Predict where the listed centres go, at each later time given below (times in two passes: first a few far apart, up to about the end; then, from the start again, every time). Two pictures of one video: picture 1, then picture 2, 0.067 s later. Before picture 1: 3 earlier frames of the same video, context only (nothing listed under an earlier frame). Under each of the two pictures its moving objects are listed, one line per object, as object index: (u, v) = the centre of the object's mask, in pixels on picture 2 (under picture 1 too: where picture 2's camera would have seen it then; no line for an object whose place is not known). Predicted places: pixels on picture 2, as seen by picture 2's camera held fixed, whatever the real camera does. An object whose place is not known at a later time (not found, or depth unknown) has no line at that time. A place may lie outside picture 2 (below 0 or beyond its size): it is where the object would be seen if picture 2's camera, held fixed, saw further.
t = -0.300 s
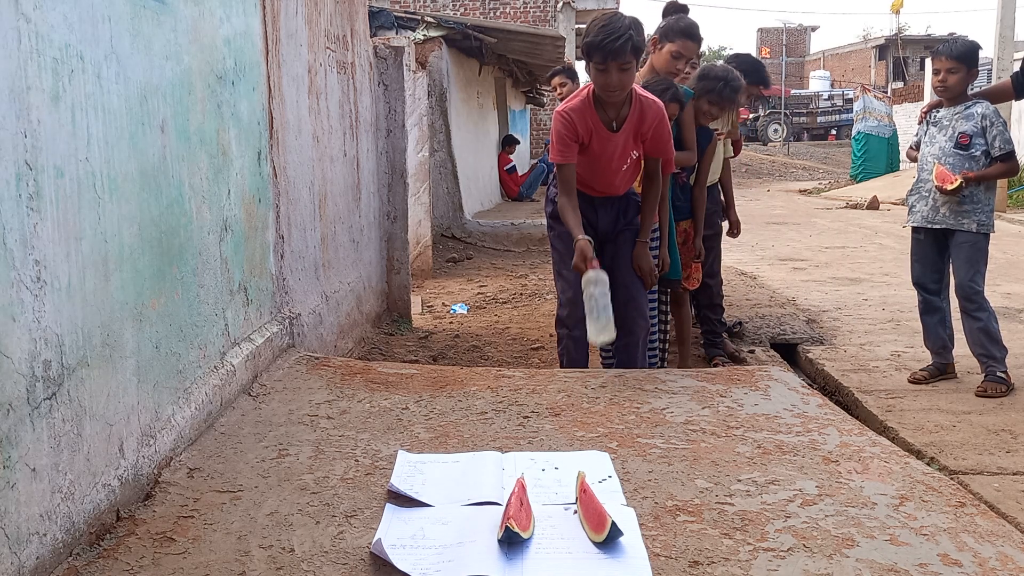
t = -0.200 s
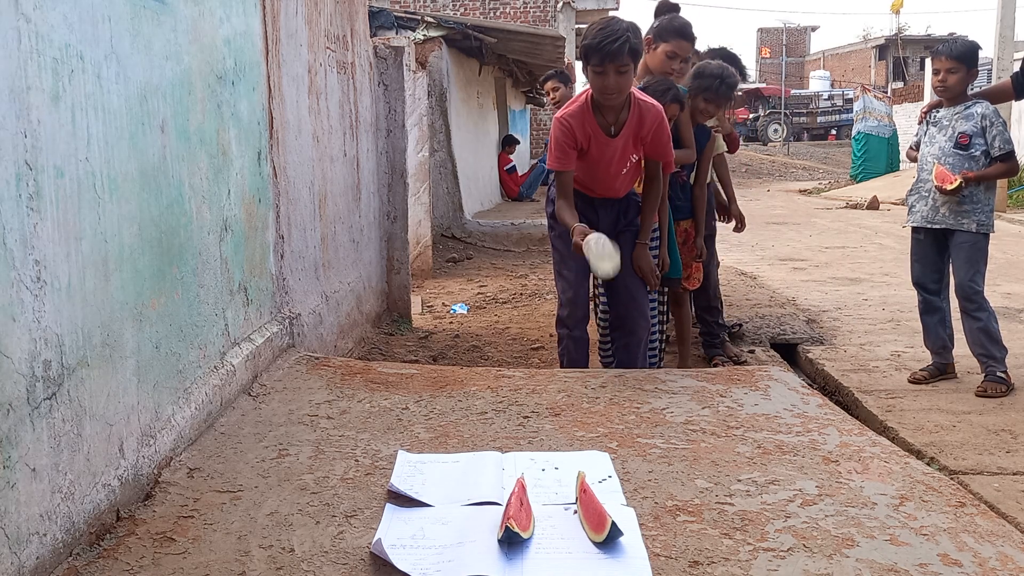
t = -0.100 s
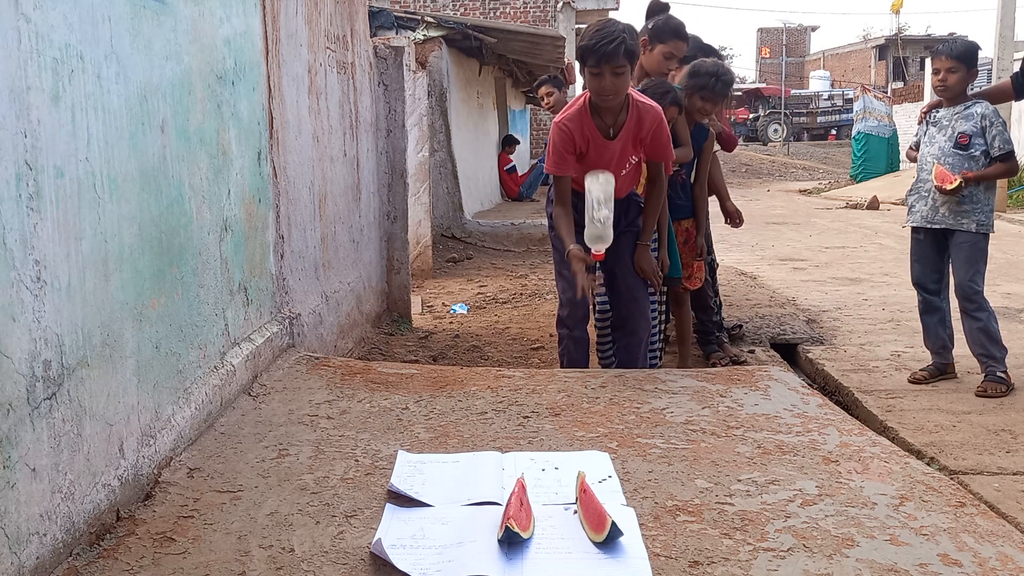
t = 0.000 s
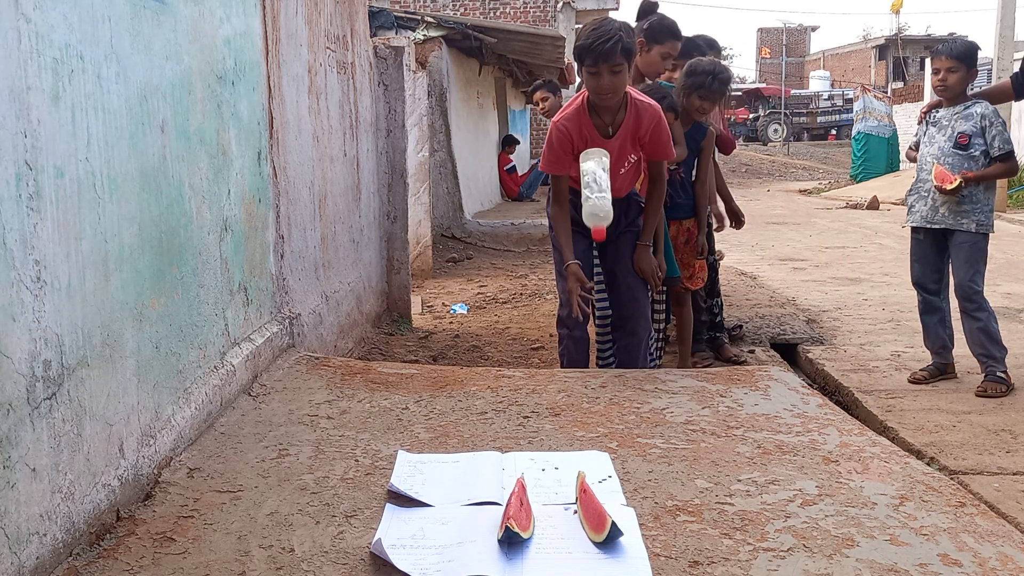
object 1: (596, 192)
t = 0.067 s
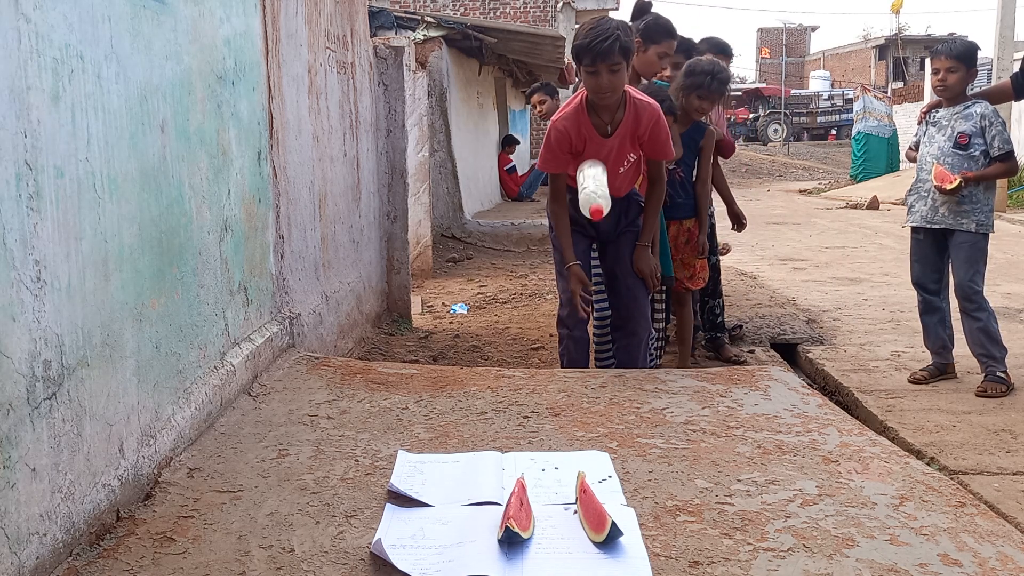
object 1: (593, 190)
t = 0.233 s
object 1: (588, 293)
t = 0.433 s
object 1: (589, 410)
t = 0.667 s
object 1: (606, 414)
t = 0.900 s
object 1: (622, 415)
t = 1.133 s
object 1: (640, 415)
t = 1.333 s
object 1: (654, 416)
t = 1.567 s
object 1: (674, 418)
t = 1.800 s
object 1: (701, 421)
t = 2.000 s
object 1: (728, 424)
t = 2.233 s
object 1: (766, 426)
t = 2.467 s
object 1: (802, 429)
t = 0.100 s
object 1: (592, 198)
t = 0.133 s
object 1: (591, 215)
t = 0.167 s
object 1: (591, 236)
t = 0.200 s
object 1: (590, 263)
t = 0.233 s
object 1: (588, 293)
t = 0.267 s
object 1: (588, 327)
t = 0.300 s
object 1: (587, 369)
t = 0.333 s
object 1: (588, 379)
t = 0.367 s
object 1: (588, 386)
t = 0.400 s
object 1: (588, 394)
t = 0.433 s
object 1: (589, 410)
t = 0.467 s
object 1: (591, 410)
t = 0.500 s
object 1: (594, 413)
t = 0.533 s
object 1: (598, 413)
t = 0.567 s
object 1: (600, 413)
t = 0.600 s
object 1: (602, 413)
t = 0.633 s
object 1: (603, 413)
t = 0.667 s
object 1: (606, 414)
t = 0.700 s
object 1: (609, 414)
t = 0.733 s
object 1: (612, 414)
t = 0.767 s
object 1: (614, 414)
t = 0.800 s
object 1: (616, 414)
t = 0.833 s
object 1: (618, 414)
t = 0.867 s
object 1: (620, 414)
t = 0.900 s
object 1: (622, 415)
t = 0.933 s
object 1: (625, 415)
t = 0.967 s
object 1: (629, 415)
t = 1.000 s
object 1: (631, 415)
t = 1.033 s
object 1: (633, 415)
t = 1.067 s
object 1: (635, 415)
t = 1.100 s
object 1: (637, 415)
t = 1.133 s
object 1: (640, 415)
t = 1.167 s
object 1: (643, 415)
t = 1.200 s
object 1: (645, 415)
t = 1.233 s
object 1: (648, 415)
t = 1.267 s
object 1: (650, 416)
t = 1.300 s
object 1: (653, 416)
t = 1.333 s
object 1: (654, 416)
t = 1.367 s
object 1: (657, 417)
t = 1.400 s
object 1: (661, 417)
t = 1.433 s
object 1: (665, 418)
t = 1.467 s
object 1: (668, 418)
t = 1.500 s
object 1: (670, 418)
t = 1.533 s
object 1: (672, 418)
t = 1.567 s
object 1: (674, 418)
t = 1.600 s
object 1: (678, 418)
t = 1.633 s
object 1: (683, 419)
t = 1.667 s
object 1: (687, 419)
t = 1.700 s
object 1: (690, 419)
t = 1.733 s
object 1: (693, 420)
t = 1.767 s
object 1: (697, 420)
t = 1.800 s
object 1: (701, 421)
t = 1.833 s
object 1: (706, 421)
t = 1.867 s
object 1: (712, 422)
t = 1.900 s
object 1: (716, 422)
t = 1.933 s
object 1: (720, 423)
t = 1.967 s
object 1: (724, 423)
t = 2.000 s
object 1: (728, 424)
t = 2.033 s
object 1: (734, 424)
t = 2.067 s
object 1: (740, 424)
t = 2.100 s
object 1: (745, 425)
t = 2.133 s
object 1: (751, 425)
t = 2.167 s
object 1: (756, 426)
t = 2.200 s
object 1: (761, 425)
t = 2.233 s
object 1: (766, 426)
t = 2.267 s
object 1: (771, 427)
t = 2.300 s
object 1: (777, 427)
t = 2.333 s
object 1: (783, 428)
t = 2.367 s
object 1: (788, 428)
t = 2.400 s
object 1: (792, 428)
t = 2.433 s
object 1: (796, 429)
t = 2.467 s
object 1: (802, 429)
